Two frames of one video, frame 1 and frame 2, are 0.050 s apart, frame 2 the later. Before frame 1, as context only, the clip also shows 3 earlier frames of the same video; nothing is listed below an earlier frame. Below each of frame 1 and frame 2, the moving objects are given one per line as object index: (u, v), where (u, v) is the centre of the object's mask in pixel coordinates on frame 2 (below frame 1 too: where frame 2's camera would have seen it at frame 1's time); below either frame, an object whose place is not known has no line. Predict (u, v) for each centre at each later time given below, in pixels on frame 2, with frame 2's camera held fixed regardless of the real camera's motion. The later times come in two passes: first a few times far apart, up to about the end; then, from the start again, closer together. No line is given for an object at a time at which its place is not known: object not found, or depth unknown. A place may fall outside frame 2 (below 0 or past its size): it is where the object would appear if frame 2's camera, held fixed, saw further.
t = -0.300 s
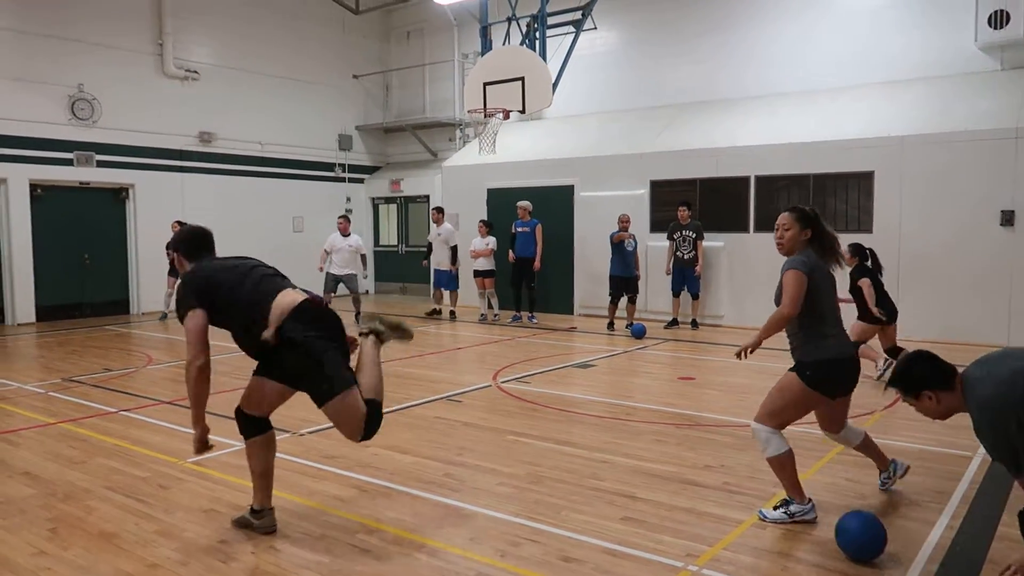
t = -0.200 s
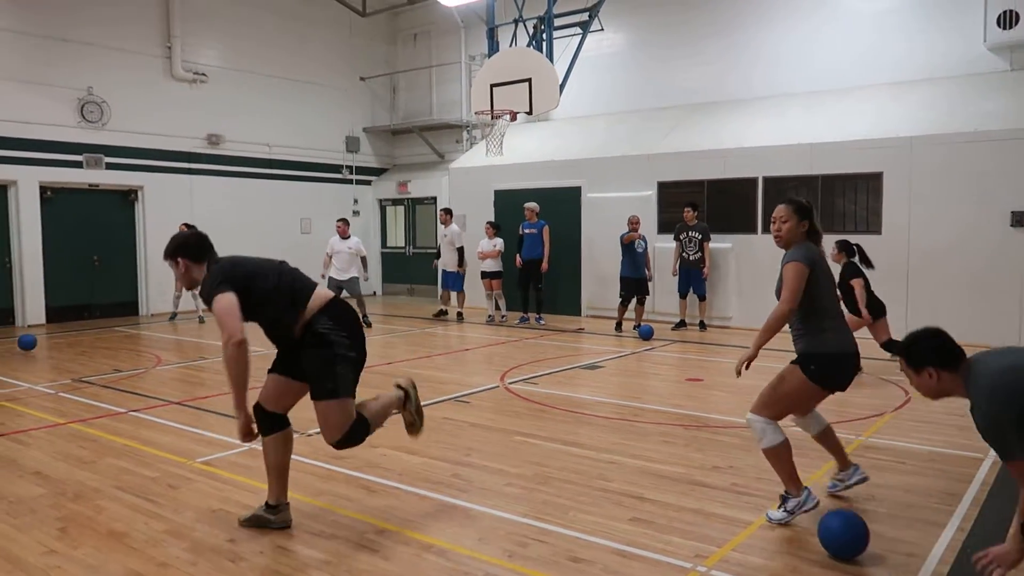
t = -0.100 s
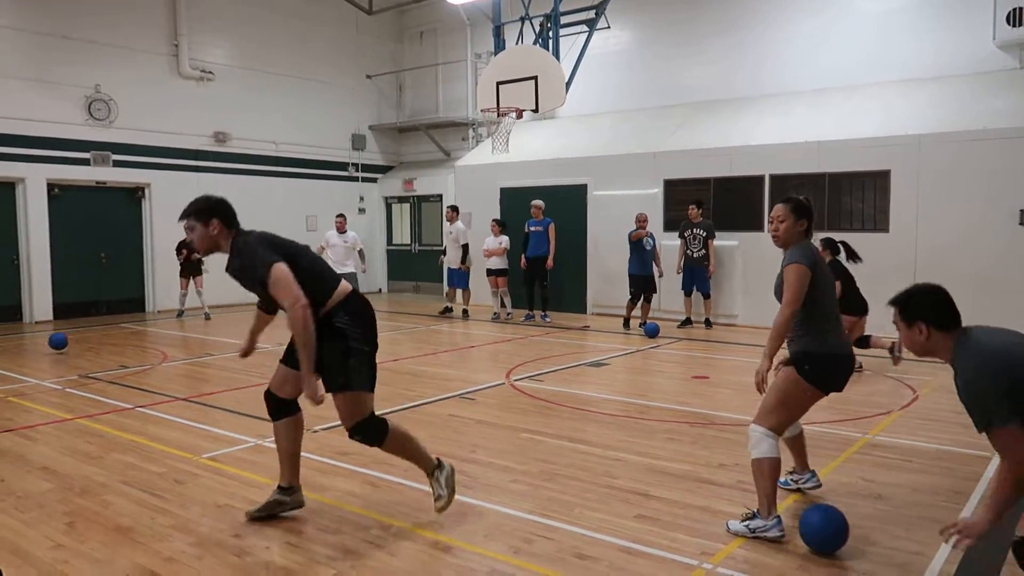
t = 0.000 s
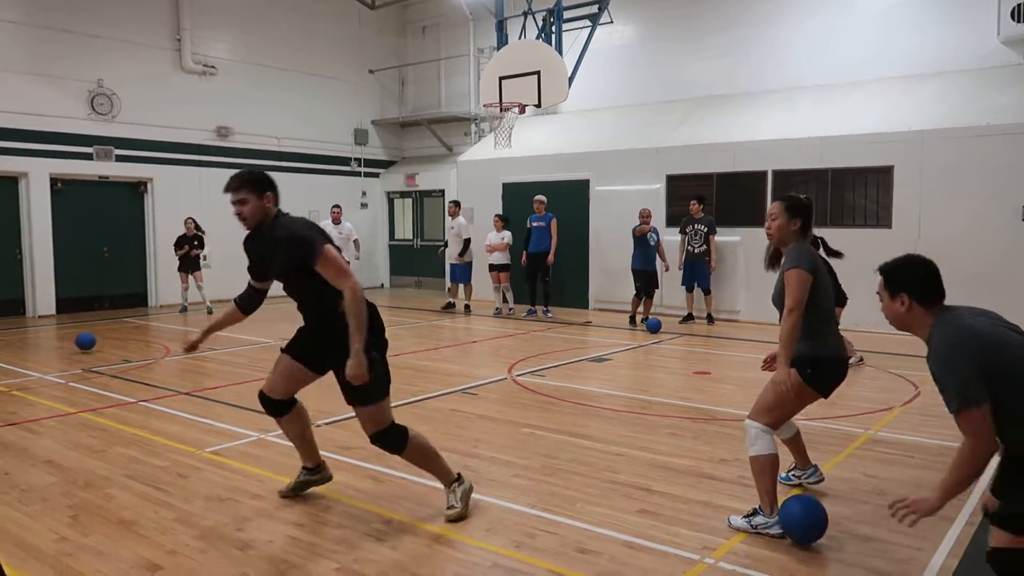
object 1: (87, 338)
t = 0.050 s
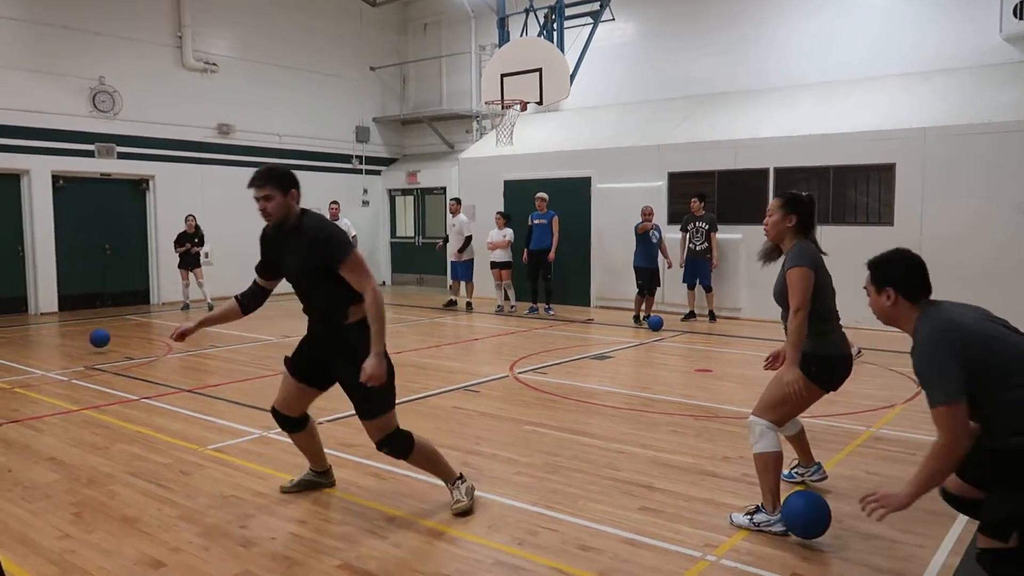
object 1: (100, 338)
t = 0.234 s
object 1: (148, 351)
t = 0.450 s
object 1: (212, 366)
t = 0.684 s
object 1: (290, 380)
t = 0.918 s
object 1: (381, 401)
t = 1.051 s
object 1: (438, 412)
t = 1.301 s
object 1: (564, 438)
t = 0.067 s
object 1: (104, 338)
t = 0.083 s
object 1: (108, 339)
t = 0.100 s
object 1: (112, 340)
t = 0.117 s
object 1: (116, 341)
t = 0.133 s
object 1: (121, 343)
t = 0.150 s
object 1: (125, 345)
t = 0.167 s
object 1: (130, 347)
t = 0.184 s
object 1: (134, 350)
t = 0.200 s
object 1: (139, 352)
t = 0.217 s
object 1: (143, 352)
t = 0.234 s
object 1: (148, 351)
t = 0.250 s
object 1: (152, 351)
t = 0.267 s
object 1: (157, 351)
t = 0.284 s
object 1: (161, 352)
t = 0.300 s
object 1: (166, 353)
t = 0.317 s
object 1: (171, 354)
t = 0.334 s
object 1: (176, 356)
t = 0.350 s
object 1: (181, 358)
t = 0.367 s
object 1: (186, 360)
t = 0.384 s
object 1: (191, 362)
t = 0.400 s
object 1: (197, 363)
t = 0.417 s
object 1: (201, 364)
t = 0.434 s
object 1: (206, 365)
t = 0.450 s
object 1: (212, 366)
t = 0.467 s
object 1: (217, 367)
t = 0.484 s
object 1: (223, 368)
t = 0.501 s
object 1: (228, 369)
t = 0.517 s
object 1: (233, 369)
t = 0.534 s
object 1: (239, 370)
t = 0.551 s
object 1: (244, 371)
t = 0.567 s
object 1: (249, 373)
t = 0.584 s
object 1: (255, 374)
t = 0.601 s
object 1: (261, 376)
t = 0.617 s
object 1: (267, 377)
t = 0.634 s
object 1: (272, 377)
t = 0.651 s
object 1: (278, 378)
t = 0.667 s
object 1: (284, 379)
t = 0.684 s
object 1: (290, 380)
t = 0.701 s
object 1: (296, 381)
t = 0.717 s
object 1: (302, 383)
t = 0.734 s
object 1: (308, 385)
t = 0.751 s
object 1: (315, 387)
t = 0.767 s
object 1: (321, 388)
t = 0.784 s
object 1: (327, 388)
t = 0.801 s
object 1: (334, 388)
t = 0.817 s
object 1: (340, 389)
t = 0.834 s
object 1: (347, 390)
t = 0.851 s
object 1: (353, 392)
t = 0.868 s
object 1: (360, 393)
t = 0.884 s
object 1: (366, 396)
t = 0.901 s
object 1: (373, 398)
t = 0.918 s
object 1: (381, 401)
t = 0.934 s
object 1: (387, 402)
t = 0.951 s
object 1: (394, 403)
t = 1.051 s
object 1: (438, 412)
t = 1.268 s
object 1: (545, 435)
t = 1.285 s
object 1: (555, 437)
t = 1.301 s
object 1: (564, 438)
